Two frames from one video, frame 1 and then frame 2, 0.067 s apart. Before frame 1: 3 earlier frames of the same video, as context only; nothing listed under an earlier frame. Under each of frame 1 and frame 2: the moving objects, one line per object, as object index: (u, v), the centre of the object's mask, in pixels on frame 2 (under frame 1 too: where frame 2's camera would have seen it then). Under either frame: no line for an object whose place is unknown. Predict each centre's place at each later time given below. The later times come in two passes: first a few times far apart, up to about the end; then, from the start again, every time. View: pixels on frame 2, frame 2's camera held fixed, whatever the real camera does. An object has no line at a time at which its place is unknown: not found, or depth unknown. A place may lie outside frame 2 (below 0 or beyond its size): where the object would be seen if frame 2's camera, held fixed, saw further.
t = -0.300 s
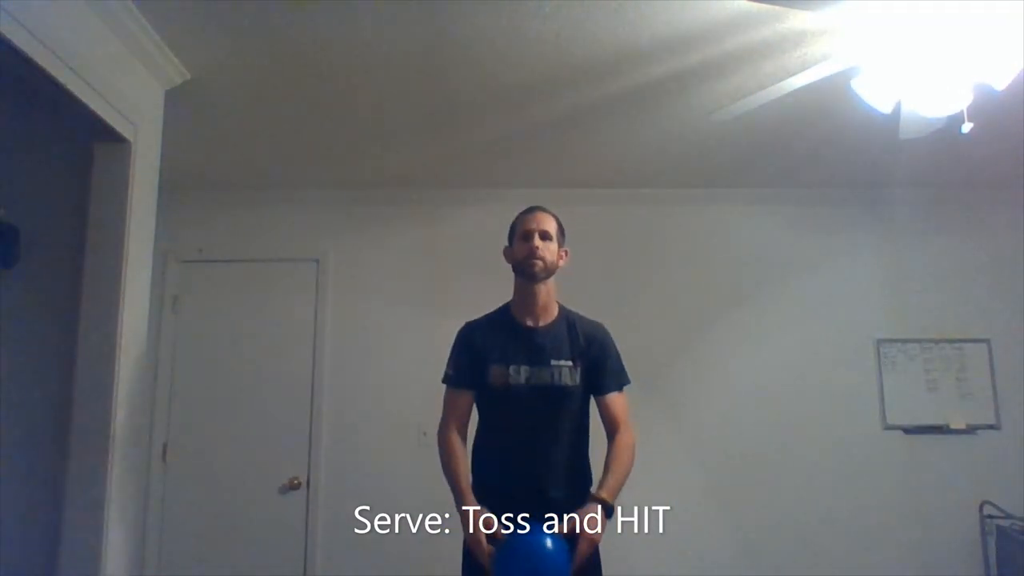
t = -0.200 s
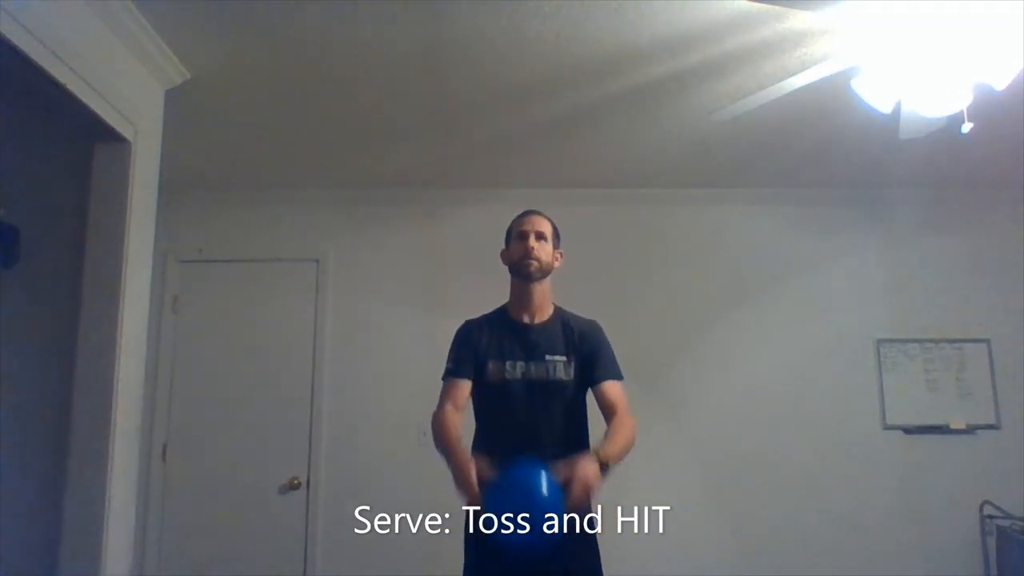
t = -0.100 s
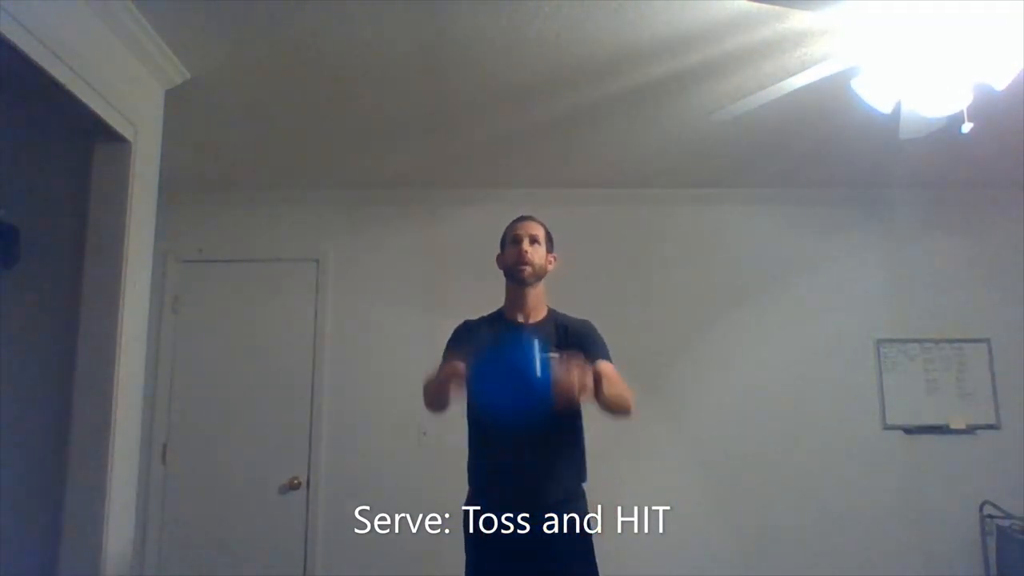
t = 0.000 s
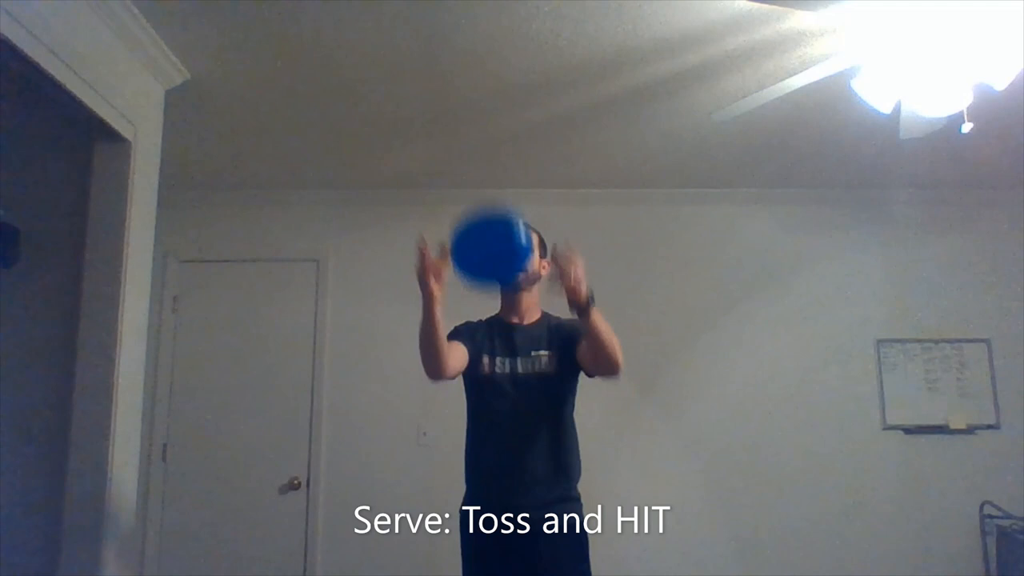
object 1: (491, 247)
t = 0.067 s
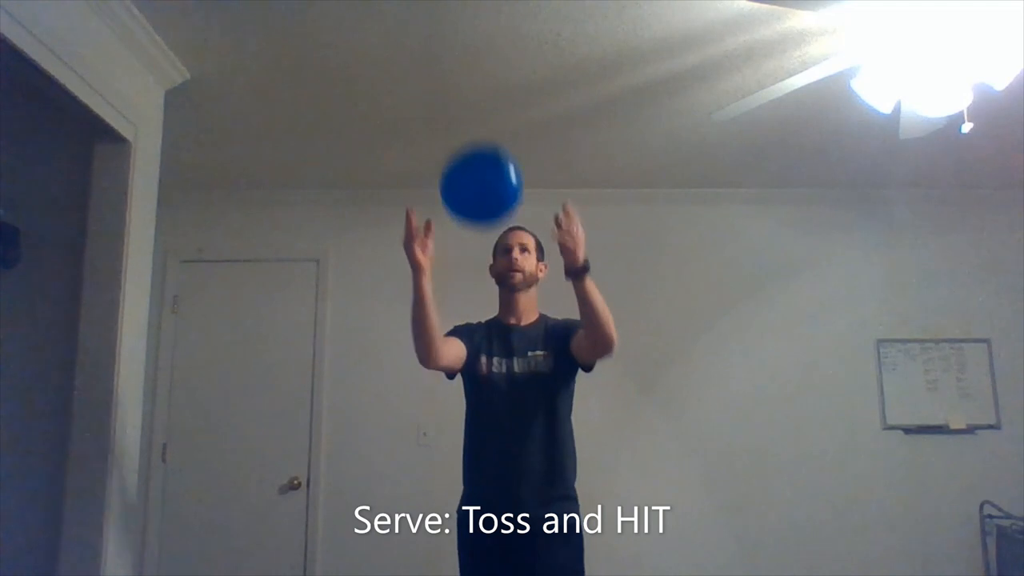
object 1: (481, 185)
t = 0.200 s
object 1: (467, 106)
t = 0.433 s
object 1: (456, 54)
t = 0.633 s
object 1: (449, 61)
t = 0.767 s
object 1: (446, 88)
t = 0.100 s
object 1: (476, 160)
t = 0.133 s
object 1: (473, 139)
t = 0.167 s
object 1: (470, 121)
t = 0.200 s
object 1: (467, 106)
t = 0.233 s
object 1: (464, 93)
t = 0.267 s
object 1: (463, 82)
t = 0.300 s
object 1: (461, 73)
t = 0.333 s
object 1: (459, 66)
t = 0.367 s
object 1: (458, 61)
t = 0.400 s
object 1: (457, 57)
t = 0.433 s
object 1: (456, 54)
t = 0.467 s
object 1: (455, 53)
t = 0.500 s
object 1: (454, 52)
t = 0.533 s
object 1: (453, 53)
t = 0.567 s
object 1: (451, 55)
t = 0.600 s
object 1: (450, 57)
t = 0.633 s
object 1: (449, 61)
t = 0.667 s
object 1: (448, 67)
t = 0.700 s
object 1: (447, 73)
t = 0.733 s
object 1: (446, 80)
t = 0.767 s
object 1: (446, 88)
